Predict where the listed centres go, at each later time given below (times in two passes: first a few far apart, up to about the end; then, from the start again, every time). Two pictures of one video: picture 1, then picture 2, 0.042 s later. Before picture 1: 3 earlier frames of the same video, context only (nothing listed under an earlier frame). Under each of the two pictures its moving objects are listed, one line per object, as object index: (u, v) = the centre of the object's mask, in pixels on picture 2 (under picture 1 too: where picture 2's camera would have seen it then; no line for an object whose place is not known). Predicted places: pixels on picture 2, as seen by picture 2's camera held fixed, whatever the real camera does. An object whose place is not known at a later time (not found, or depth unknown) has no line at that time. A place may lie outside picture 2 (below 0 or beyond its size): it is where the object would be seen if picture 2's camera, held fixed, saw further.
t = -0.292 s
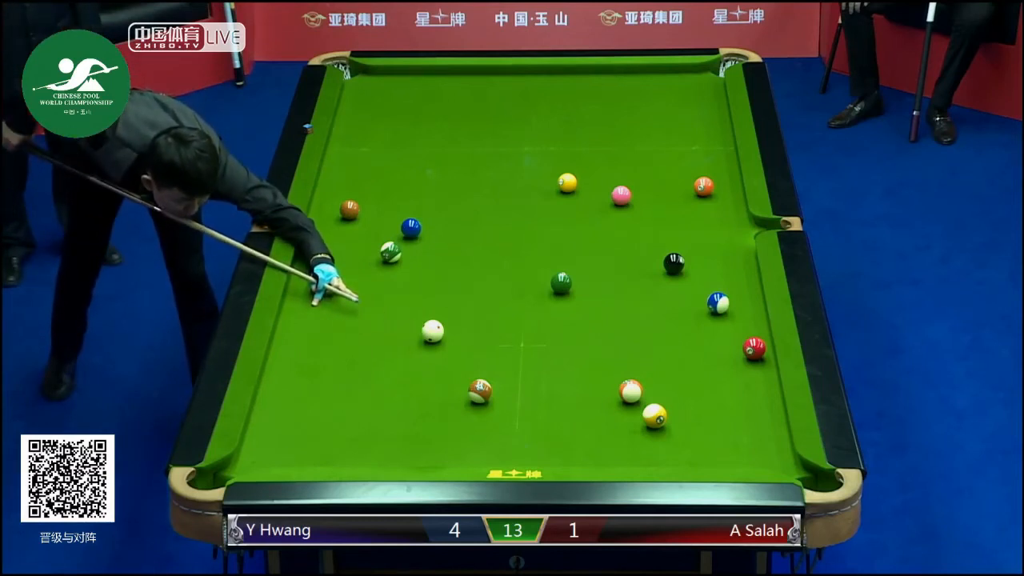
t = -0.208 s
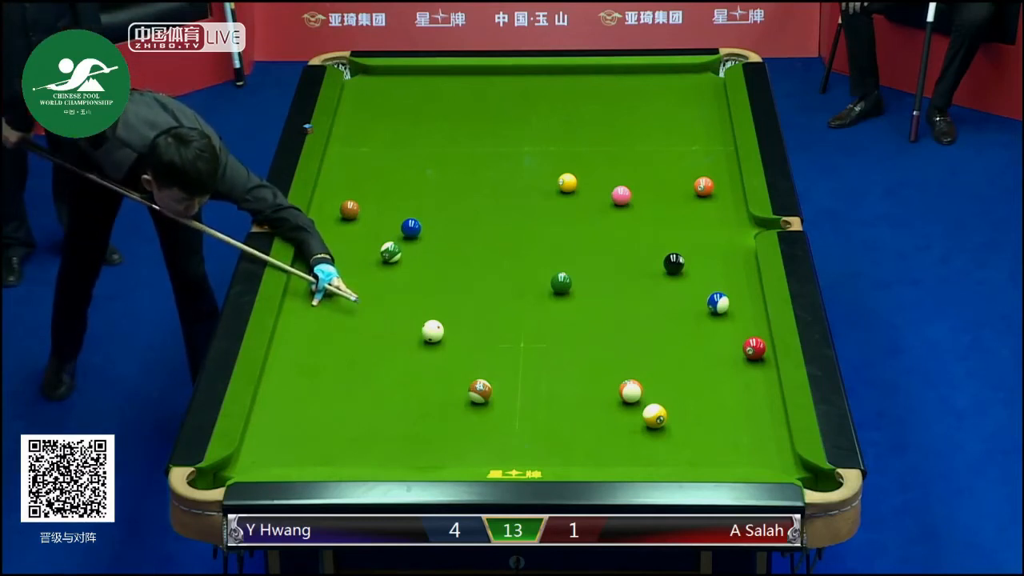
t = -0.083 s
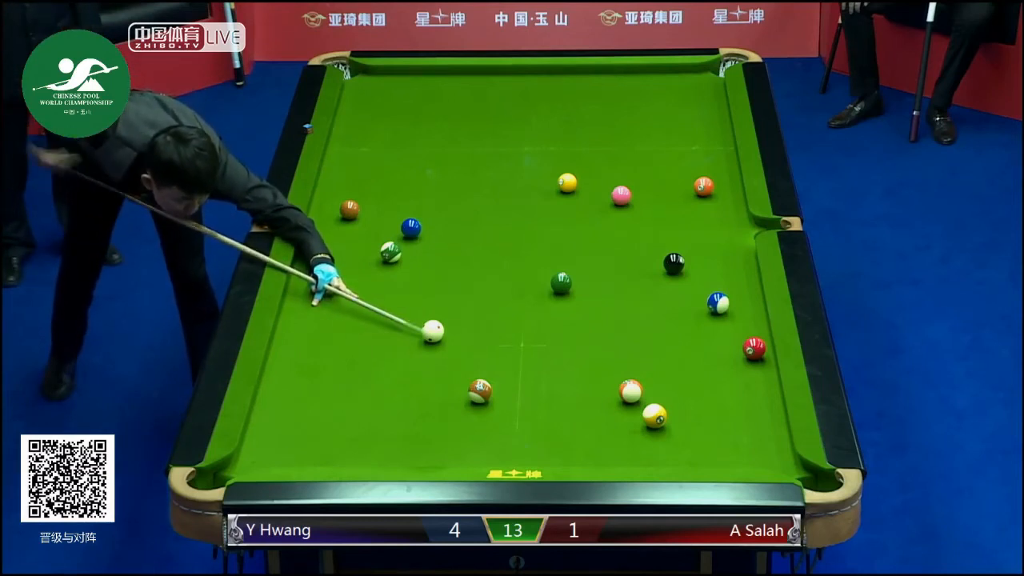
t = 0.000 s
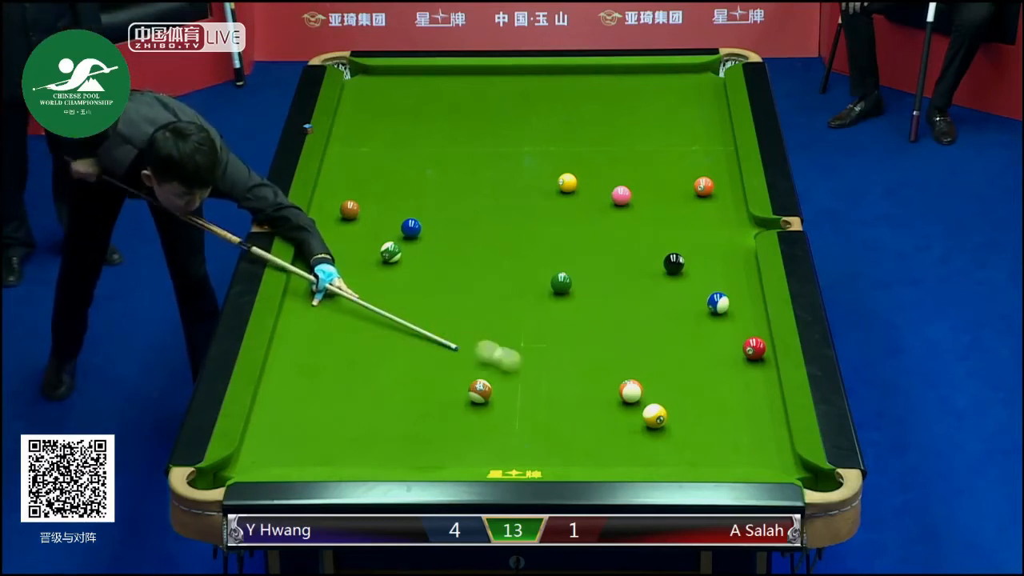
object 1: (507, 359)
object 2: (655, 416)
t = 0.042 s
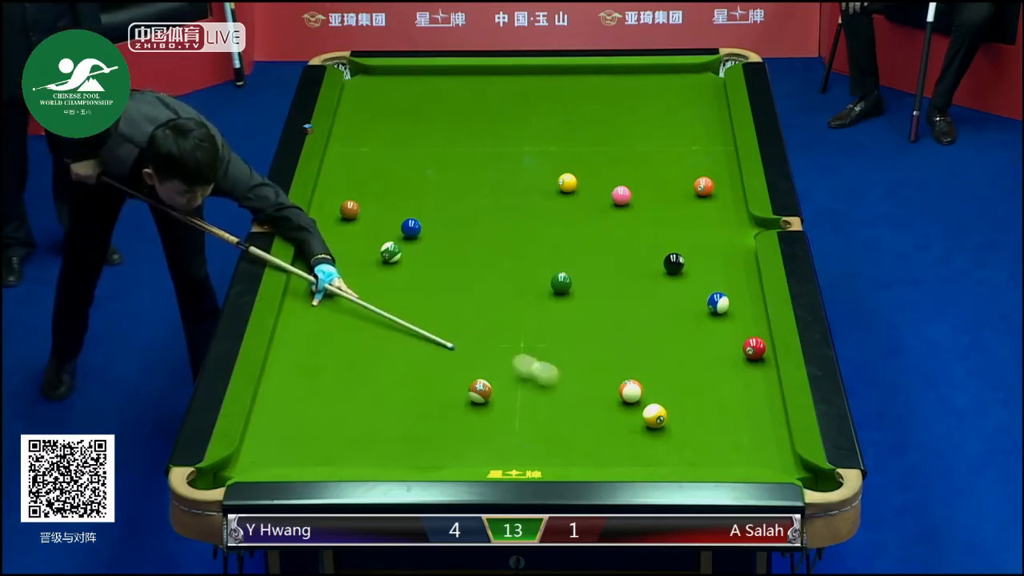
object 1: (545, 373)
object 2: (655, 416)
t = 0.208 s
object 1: (633, 409)
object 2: (696, 429)
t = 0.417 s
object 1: (607, 401)
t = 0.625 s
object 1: (577, 391)
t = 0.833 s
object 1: (548, 381)
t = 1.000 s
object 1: (526, 374)
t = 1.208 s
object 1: (501, 366)
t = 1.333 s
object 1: (486, 361)
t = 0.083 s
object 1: (582, 387)
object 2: (655, 416)
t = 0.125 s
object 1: (617, 403)
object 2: (655, 416)
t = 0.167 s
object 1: (635, 409)
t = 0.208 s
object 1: (633, 409)
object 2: (696, 429)
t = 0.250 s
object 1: (631, 409)
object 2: (735, 444)
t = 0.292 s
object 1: (628, 408)
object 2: (791, 464)
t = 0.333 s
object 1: (624, 407)
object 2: (809, 468)
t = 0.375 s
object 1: (613, 403)
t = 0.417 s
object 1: (607, 401)
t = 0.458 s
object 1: (601, 399)
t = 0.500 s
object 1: (594, 397)
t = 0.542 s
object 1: (588, 395)
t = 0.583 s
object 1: (582, 393)
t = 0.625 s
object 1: (577, 391)
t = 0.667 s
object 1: (571, 389)
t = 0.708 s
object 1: (565, 387)
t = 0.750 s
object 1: (559, 385)
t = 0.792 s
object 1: (553, 383)
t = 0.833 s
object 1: (548, 381)
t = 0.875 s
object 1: (542, 379)
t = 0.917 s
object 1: (537, 378)
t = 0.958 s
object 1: (531, 376)
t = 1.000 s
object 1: (526, 374)
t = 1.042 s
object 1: (521, 372)
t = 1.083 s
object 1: (516, 371)
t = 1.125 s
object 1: (511, 369)
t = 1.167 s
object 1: (506, 368)
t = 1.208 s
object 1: (501, 366)
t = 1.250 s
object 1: (496, 364)
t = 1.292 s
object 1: (491, 363)
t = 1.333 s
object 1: (486, 361)
